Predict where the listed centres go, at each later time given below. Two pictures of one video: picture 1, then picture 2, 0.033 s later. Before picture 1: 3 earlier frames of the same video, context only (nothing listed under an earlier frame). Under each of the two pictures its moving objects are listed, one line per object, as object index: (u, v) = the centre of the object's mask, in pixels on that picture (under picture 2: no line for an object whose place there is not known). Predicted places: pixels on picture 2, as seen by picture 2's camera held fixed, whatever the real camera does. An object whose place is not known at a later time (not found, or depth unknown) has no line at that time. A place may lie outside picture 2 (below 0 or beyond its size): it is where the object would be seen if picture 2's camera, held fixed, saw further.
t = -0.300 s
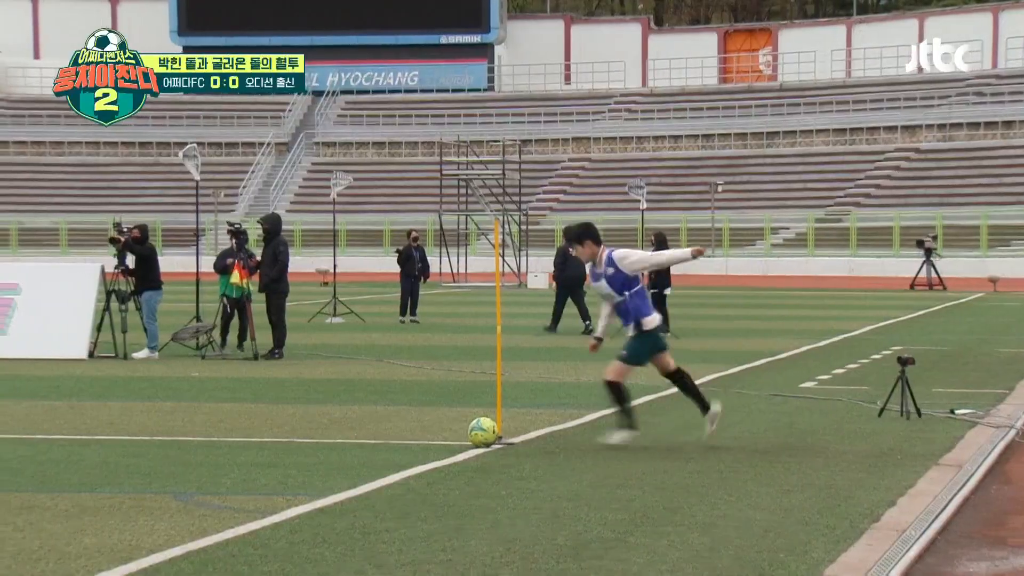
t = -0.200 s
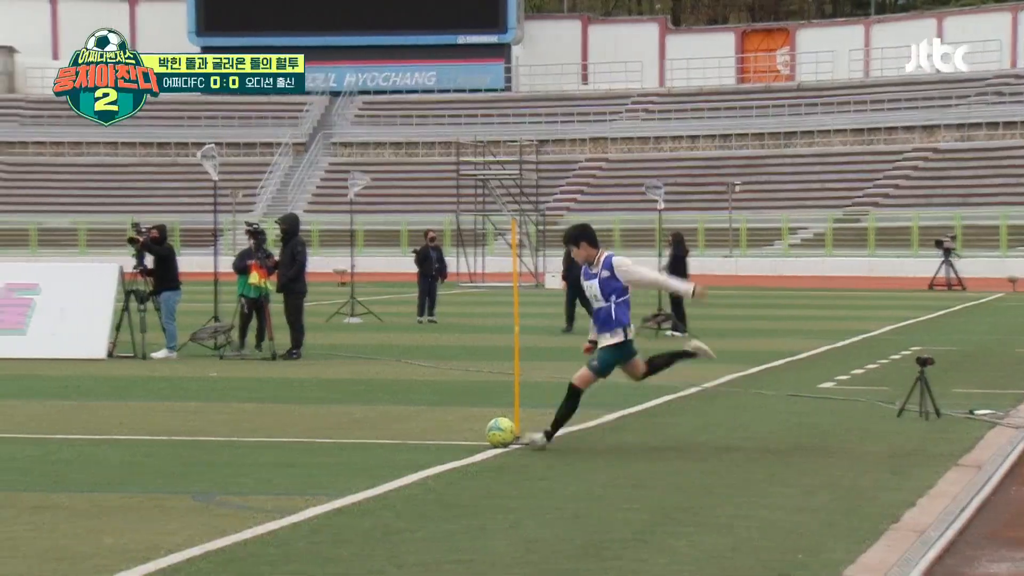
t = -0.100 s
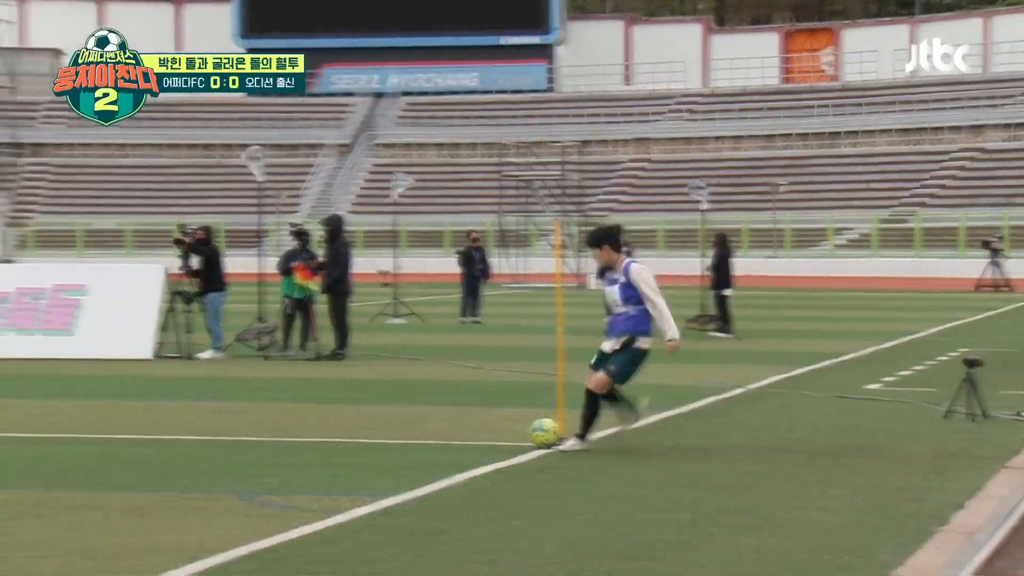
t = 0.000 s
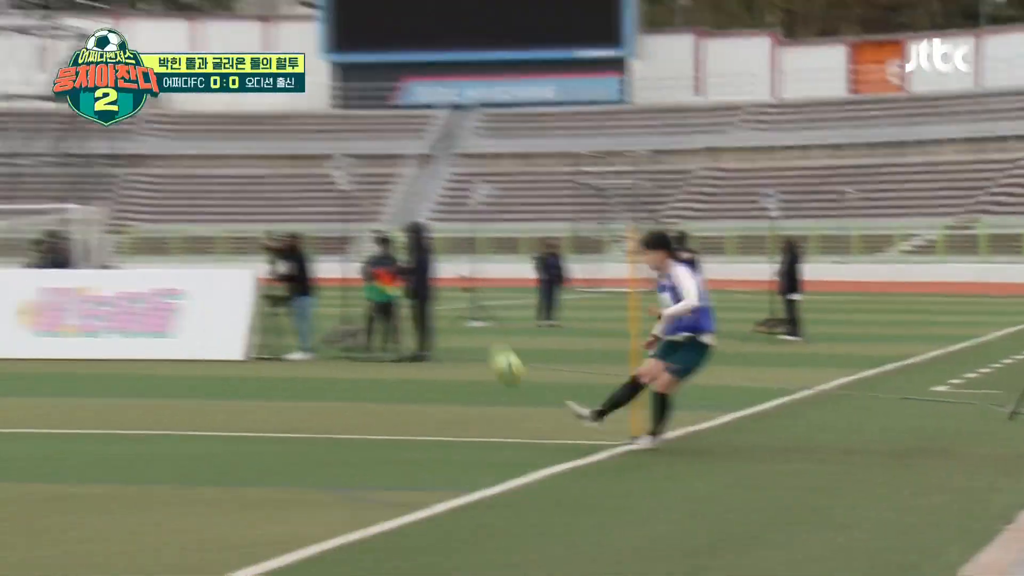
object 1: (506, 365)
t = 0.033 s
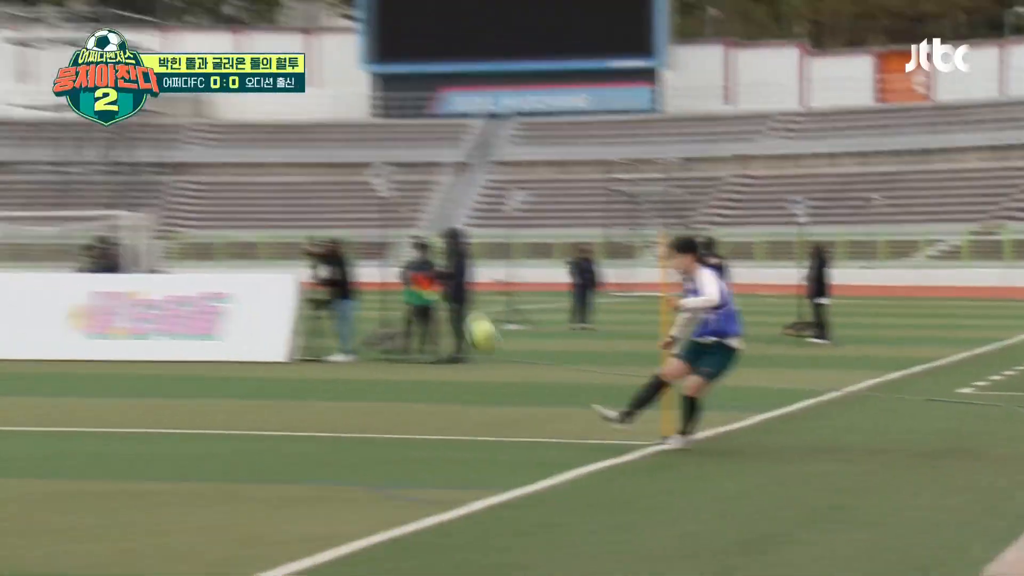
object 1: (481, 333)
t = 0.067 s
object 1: (422, 301)
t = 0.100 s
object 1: (356, 264)
